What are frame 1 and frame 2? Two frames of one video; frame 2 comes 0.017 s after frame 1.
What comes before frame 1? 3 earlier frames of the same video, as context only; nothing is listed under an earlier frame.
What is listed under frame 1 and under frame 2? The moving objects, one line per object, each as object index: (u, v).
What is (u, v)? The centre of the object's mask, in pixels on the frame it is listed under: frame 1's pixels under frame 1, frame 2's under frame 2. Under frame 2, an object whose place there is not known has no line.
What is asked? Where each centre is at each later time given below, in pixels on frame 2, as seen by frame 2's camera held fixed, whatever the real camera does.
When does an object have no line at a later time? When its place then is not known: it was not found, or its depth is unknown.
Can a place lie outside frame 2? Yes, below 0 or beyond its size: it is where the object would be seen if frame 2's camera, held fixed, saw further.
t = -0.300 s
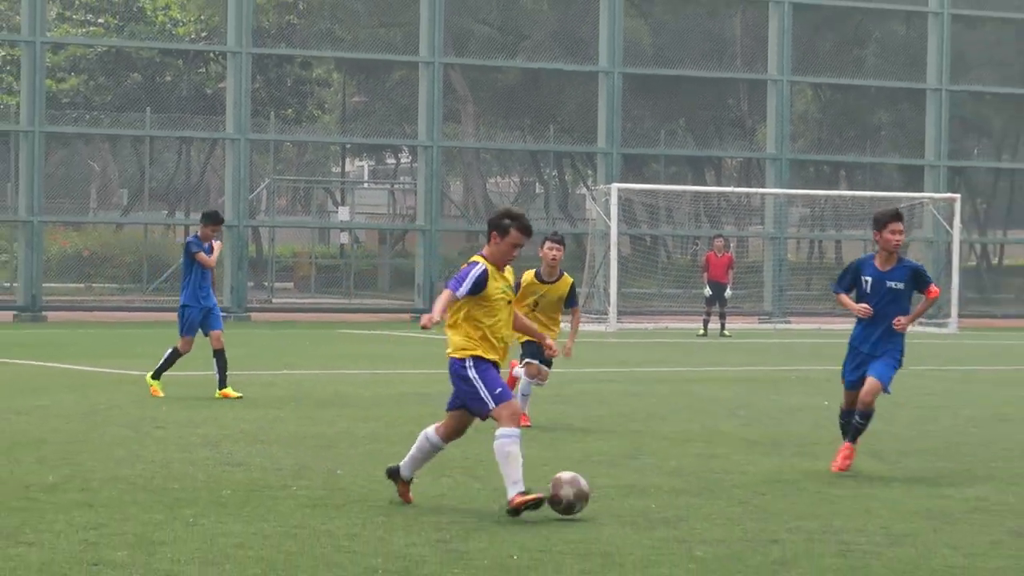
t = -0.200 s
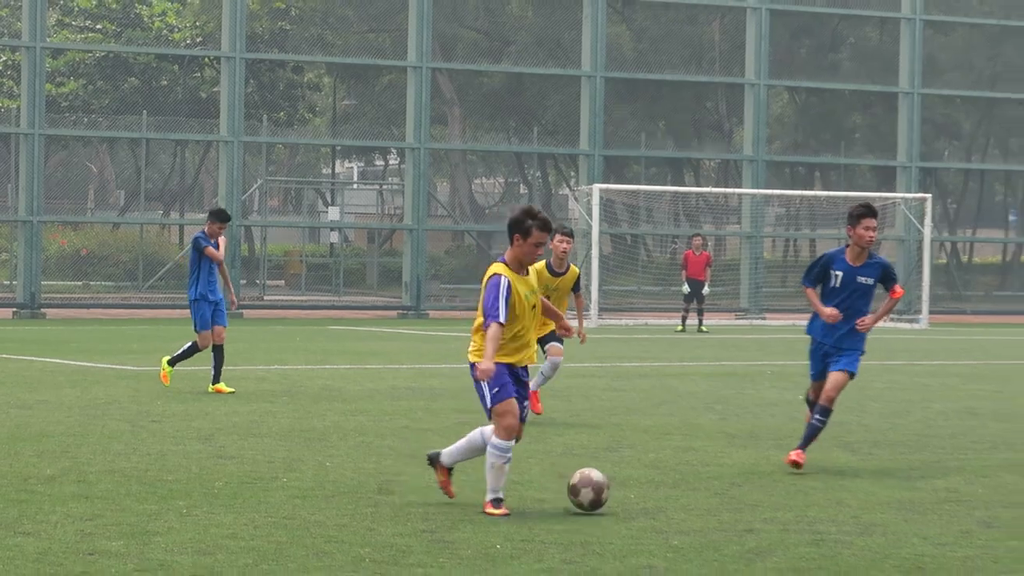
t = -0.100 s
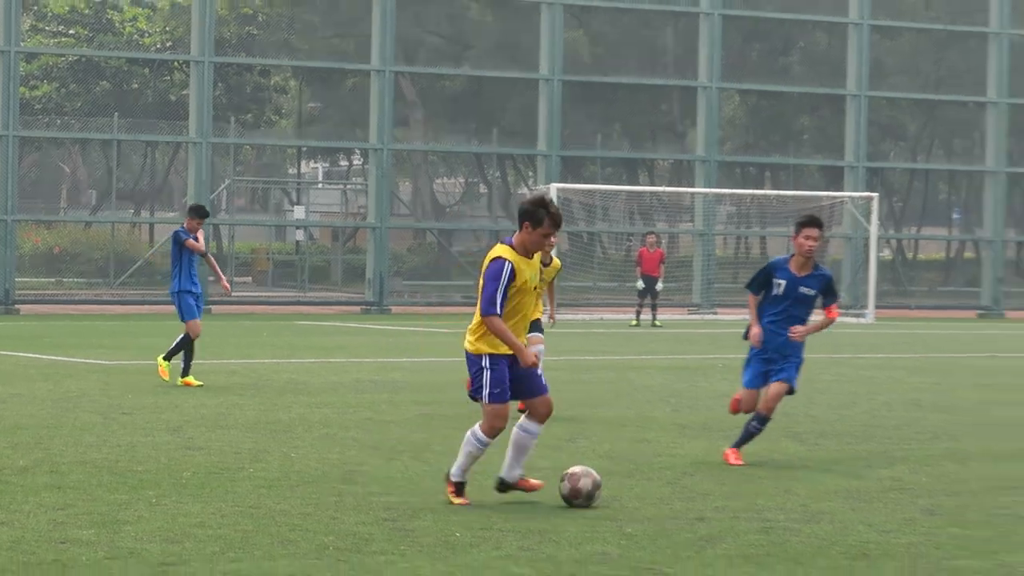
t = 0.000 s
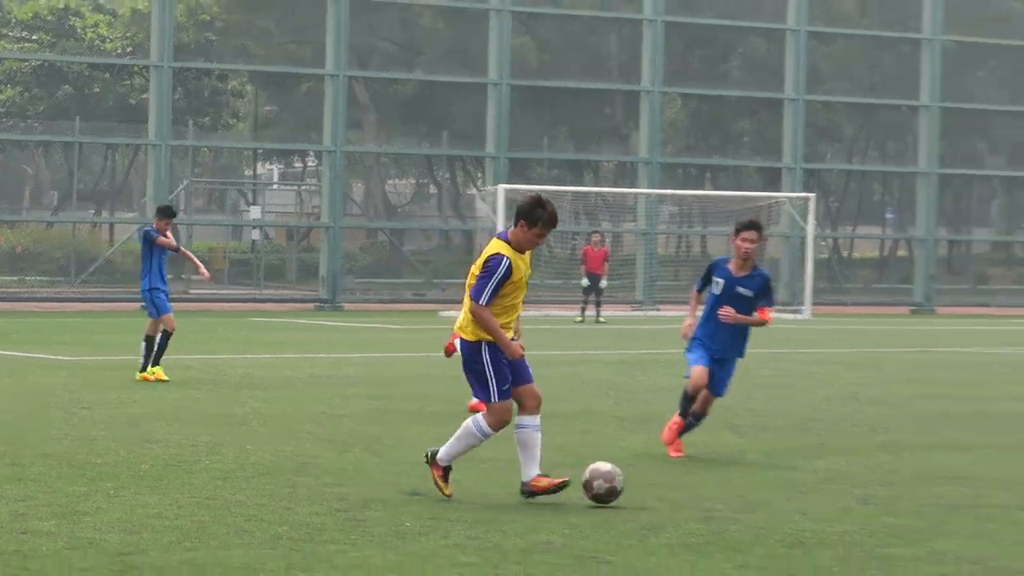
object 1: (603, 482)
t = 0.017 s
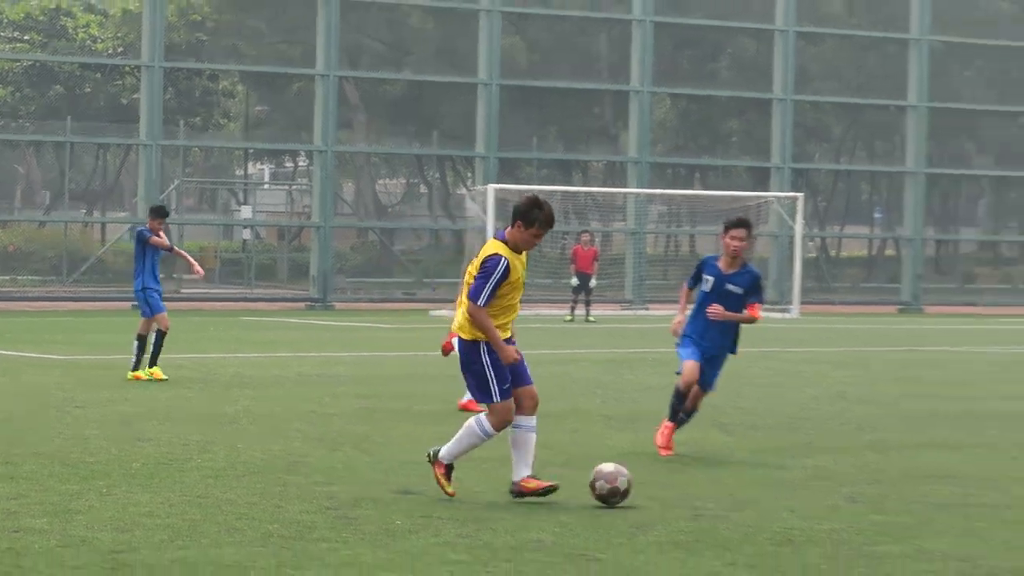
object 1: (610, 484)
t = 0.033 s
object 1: (627, 487)
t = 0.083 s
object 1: (678, 492)
